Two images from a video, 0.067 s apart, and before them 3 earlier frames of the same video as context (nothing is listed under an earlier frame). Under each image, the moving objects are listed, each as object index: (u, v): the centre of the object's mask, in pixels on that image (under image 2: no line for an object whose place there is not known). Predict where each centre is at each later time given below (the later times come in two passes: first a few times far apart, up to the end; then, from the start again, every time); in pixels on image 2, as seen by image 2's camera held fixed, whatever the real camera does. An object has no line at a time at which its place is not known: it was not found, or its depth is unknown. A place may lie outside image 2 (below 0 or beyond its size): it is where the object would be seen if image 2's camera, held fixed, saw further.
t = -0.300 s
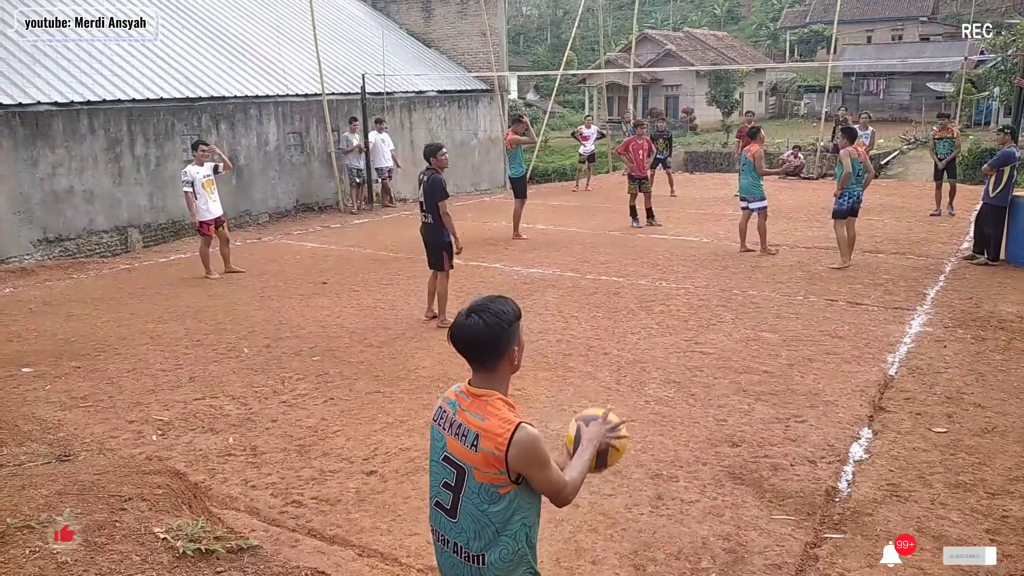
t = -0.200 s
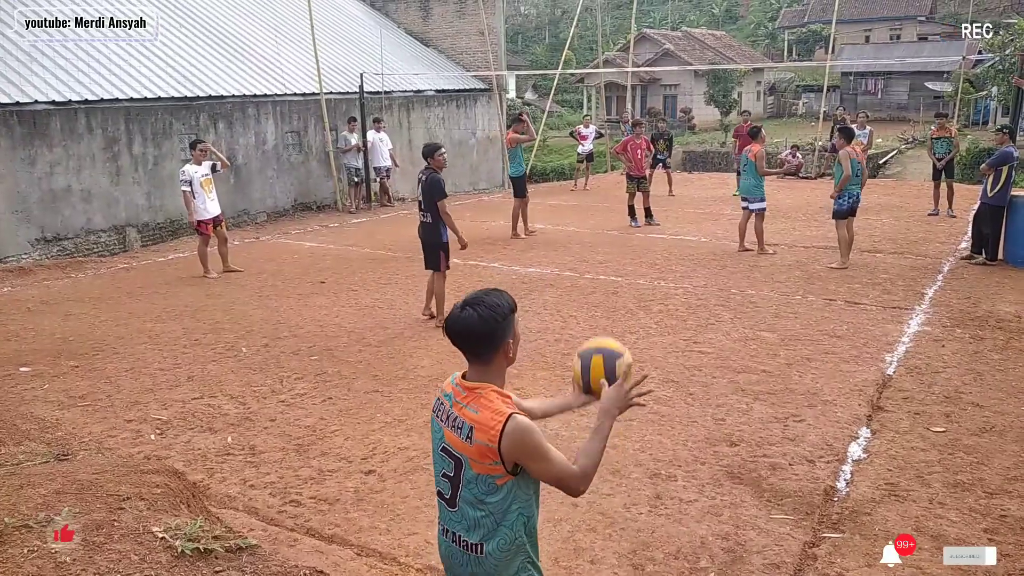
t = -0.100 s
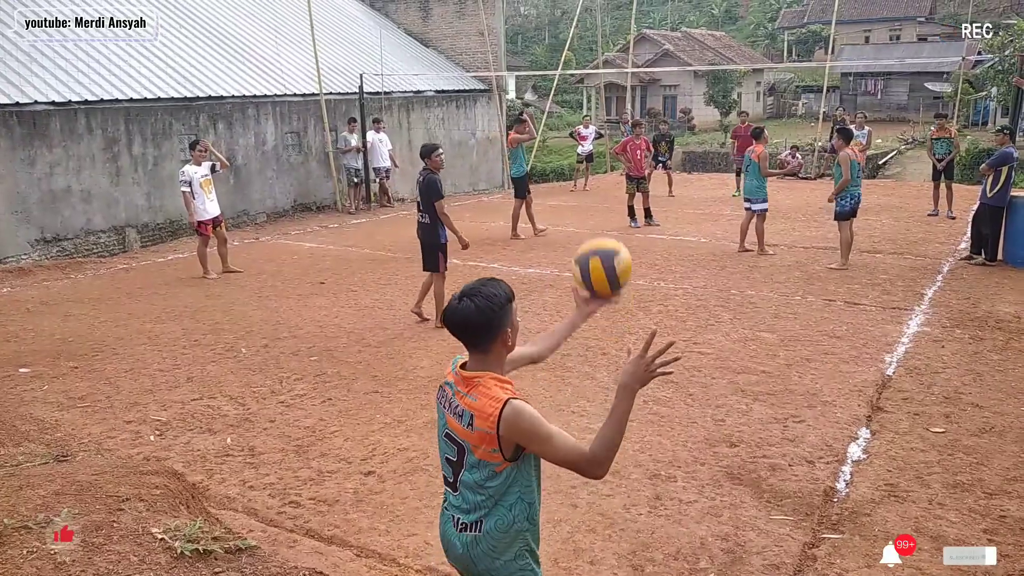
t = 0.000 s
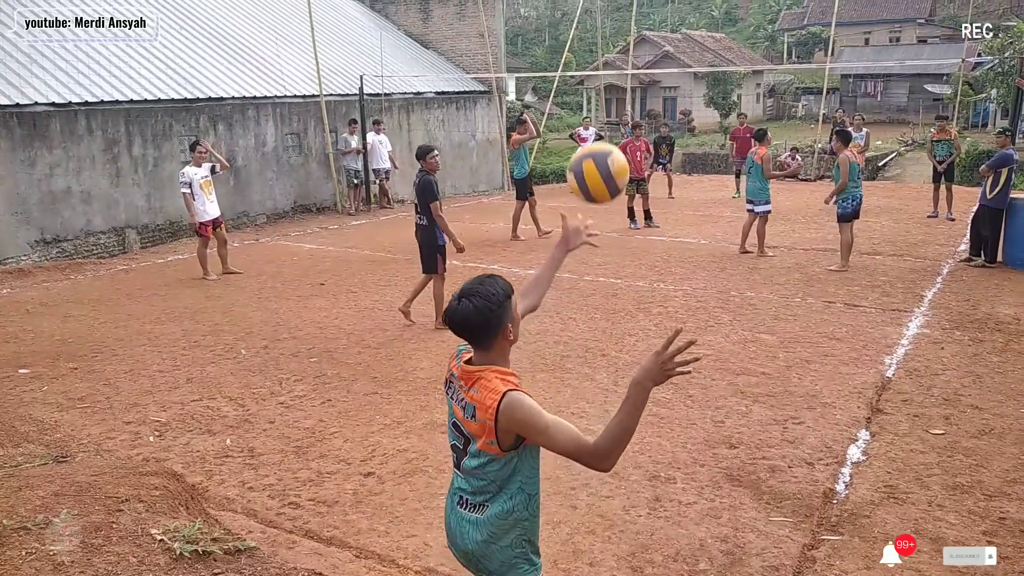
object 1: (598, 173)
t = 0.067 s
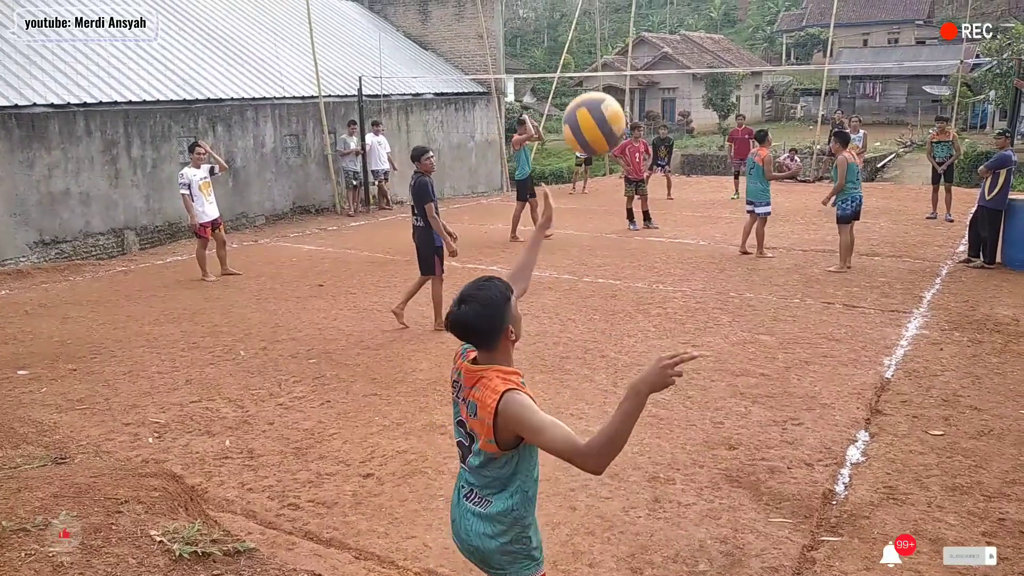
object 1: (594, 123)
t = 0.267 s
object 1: (582, 48)
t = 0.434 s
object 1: (573, 77)
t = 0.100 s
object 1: (592, 103)
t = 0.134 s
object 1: (590, 86)
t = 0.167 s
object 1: (588, 71)
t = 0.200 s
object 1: (586, 60)
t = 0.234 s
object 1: (584, 52)
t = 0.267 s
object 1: (582, 48)
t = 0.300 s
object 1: (581, 47)
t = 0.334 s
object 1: (579, 49)
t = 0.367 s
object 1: (577, 55)
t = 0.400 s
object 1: (575, 64)
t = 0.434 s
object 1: (573, 77)
